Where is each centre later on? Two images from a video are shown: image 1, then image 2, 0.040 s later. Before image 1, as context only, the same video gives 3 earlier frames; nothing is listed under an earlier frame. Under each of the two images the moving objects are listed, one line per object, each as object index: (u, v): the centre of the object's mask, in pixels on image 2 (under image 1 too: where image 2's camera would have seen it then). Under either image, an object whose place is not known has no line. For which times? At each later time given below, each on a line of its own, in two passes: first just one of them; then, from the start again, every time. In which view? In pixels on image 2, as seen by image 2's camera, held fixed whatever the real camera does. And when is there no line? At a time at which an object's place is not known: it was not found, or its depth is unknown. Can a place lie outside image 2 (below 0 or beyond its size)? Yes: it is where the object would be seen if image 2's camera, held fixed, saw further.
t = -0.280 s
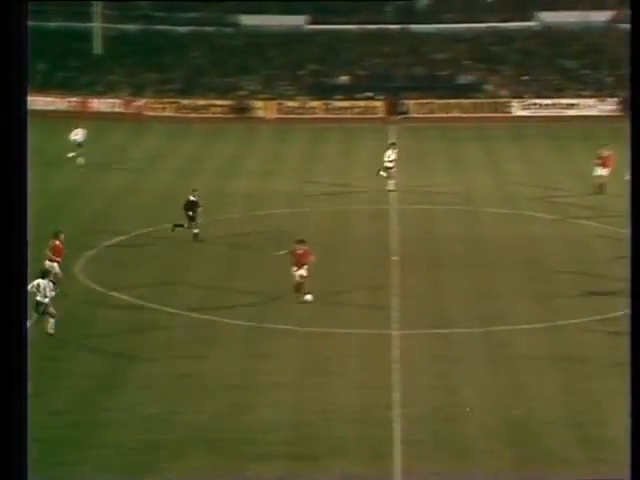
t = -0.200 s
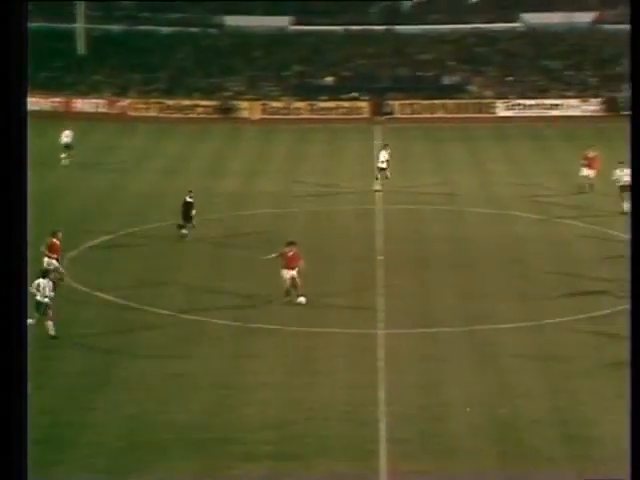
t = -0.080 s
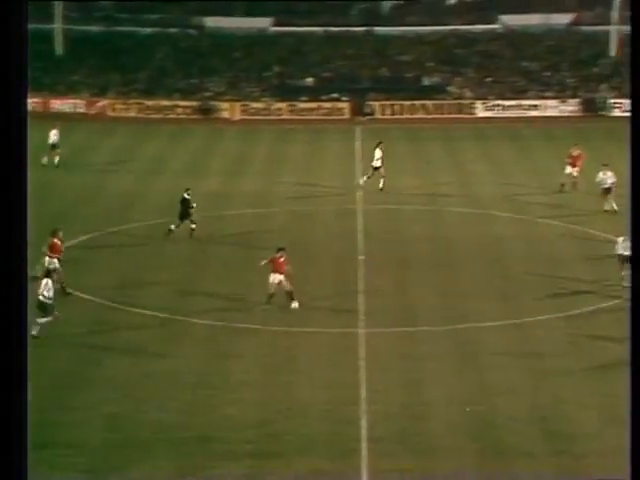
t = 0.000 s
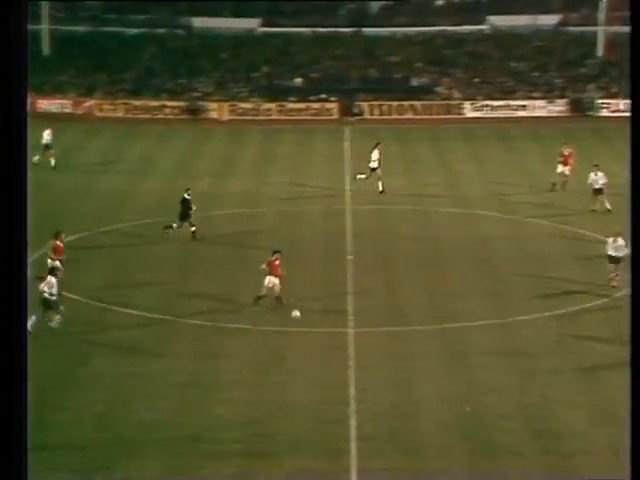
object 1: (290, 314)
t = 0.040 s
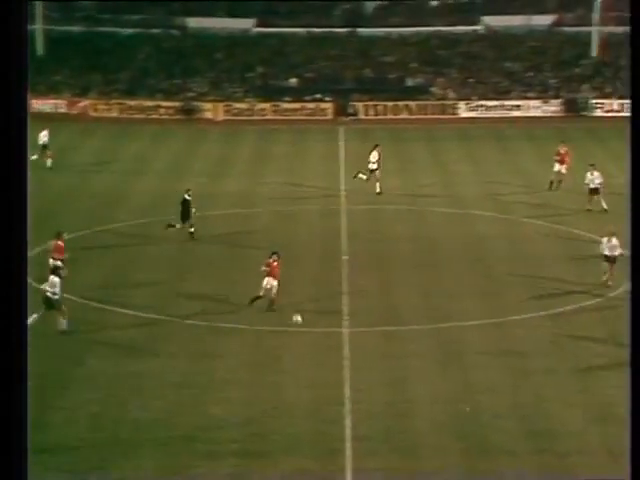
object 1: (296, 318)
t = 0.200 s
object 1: (322, 339)
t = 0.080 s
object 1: (303, 325)
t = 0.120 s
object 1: (310, 331)
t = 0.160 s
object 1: (316, 336)
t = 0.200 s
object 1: (322, 339)
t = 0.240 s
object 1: (328, 343)
